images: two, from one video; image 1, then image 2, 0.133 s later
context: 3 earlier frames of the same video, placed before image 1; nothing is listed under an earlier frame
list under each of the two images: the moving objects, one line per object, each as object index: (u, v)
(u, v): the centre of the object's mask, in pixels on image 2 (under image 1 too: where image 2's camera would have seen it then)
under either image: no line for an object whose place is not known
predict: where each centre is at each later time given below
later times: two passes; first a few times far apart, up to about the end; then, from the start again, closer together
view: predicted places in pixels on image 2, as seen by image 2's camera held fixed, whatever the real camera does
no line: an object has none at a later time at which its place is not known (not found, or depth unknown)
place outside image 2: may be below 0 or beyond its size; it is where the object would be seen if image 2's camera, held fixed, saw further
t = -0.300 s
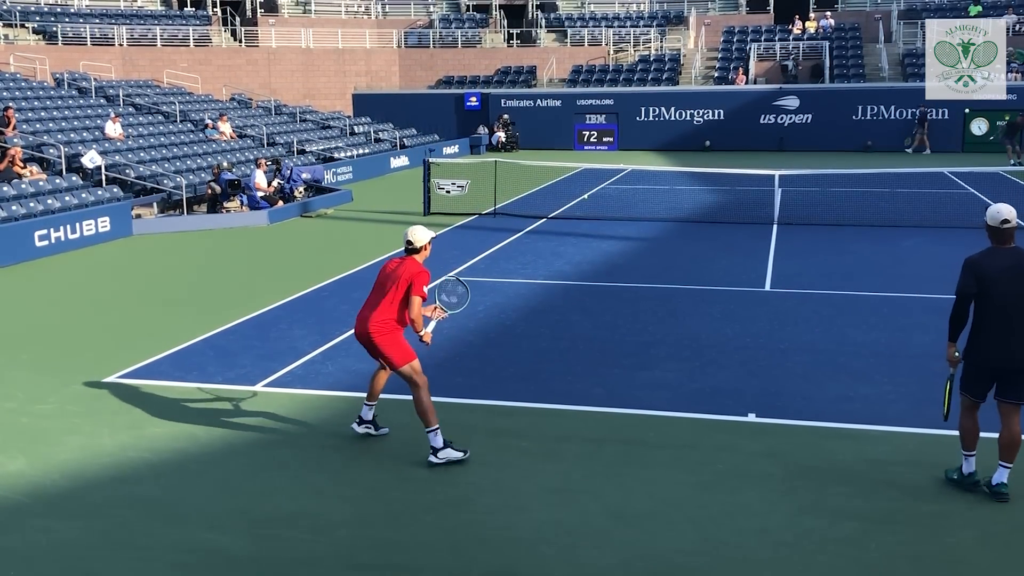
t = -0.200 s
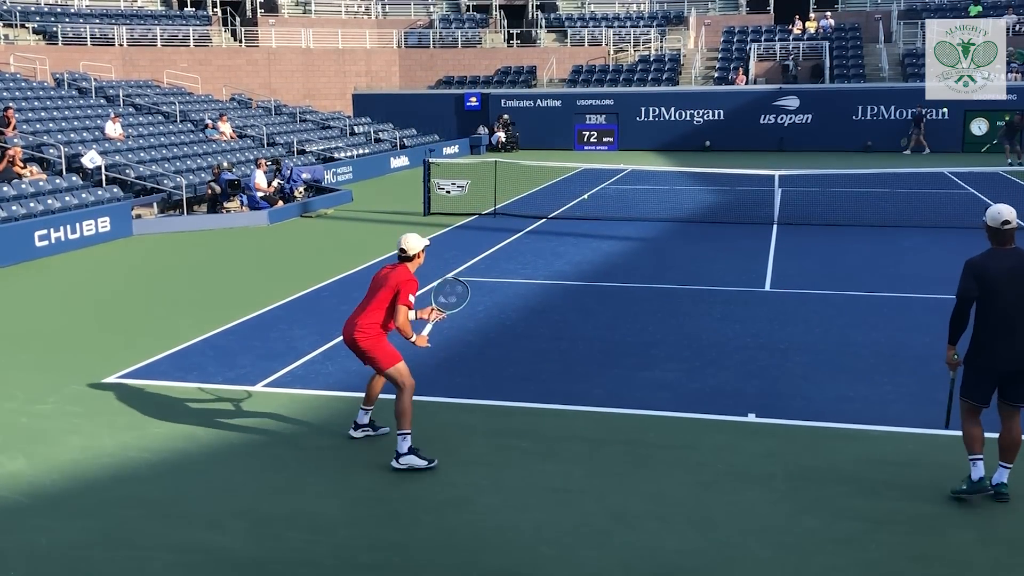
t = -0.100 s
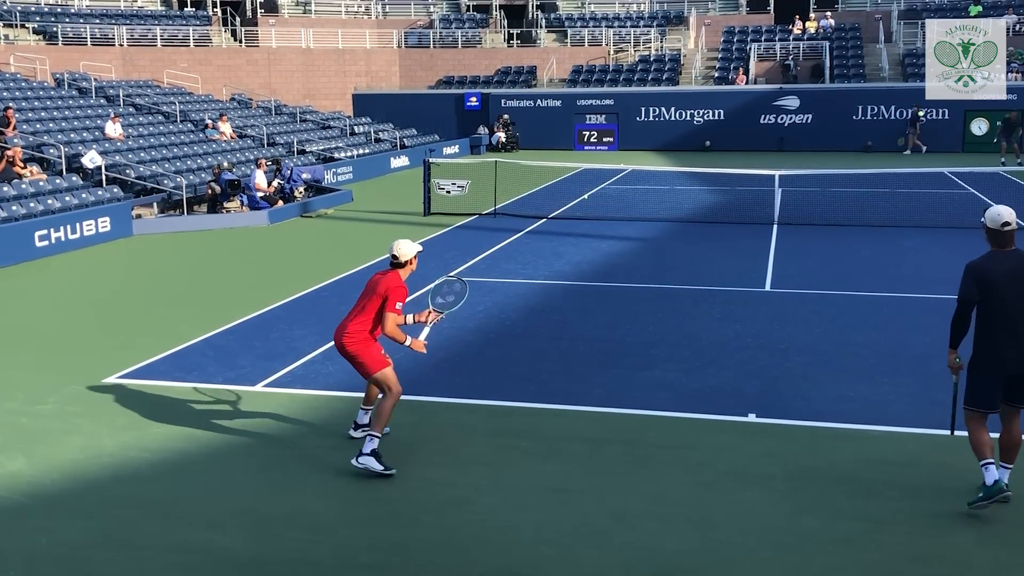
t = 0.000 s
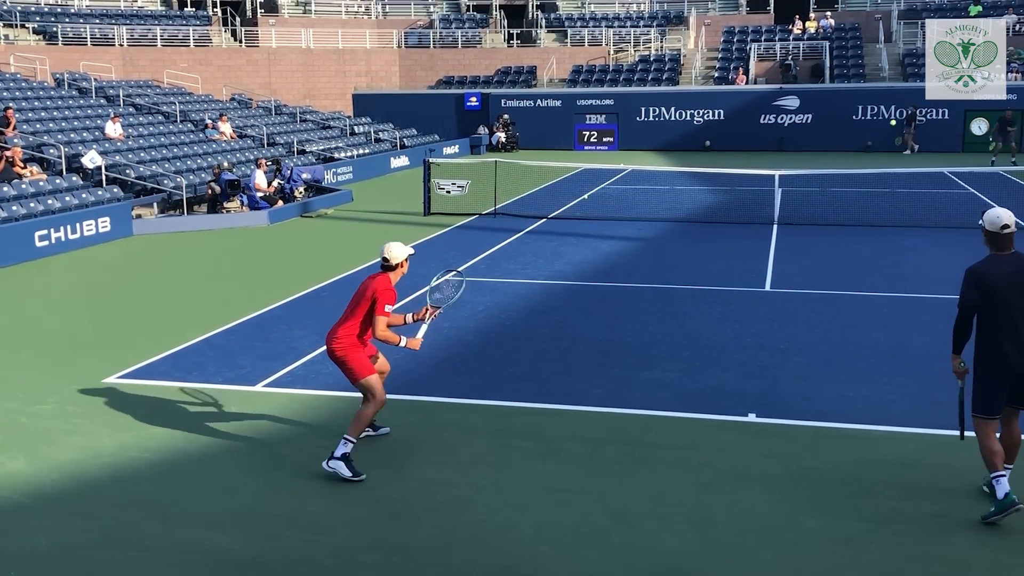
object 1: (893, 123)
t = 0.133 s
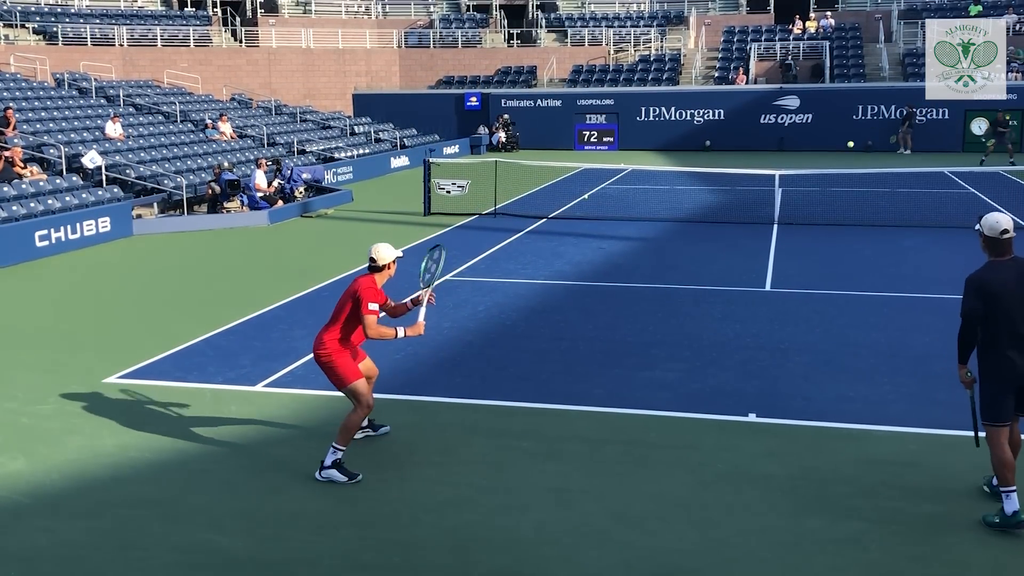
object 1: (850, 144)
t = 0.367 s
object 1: (753, 224)
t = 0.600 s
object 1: (614, 386)
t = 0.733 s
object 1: (552, 367)
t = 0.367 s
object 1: (753, 224)
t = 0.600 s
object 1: (614, 386)
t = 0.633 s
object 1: (599, 379)
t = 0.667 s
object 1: (584, 374)
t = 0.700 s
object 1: (568, 370)
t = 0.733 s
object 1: (552, 367)
